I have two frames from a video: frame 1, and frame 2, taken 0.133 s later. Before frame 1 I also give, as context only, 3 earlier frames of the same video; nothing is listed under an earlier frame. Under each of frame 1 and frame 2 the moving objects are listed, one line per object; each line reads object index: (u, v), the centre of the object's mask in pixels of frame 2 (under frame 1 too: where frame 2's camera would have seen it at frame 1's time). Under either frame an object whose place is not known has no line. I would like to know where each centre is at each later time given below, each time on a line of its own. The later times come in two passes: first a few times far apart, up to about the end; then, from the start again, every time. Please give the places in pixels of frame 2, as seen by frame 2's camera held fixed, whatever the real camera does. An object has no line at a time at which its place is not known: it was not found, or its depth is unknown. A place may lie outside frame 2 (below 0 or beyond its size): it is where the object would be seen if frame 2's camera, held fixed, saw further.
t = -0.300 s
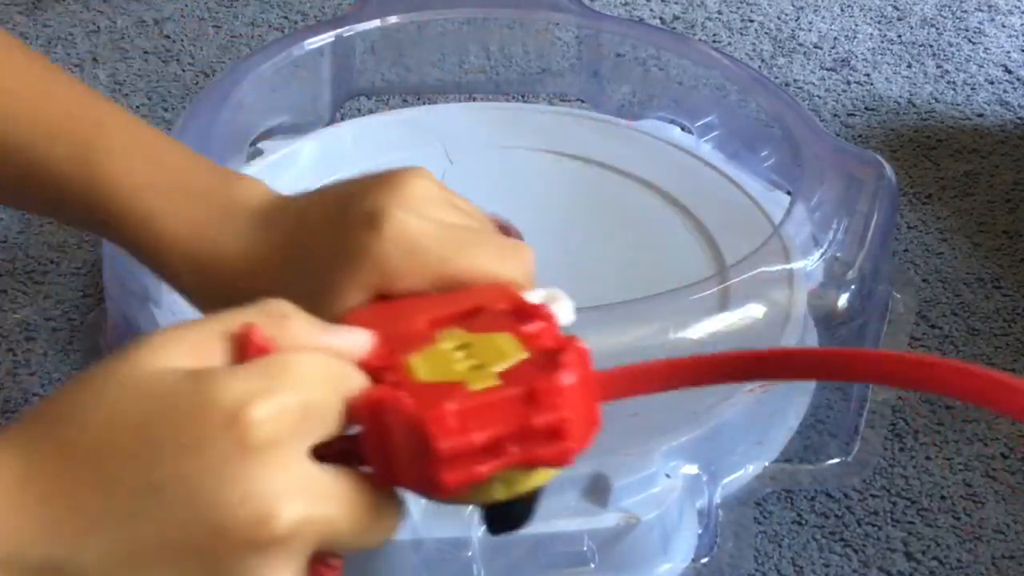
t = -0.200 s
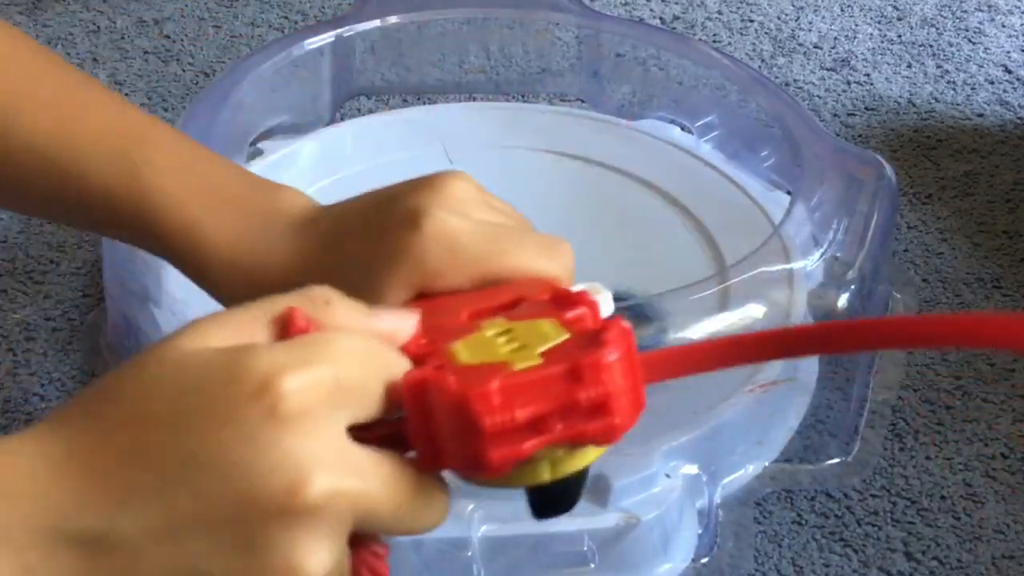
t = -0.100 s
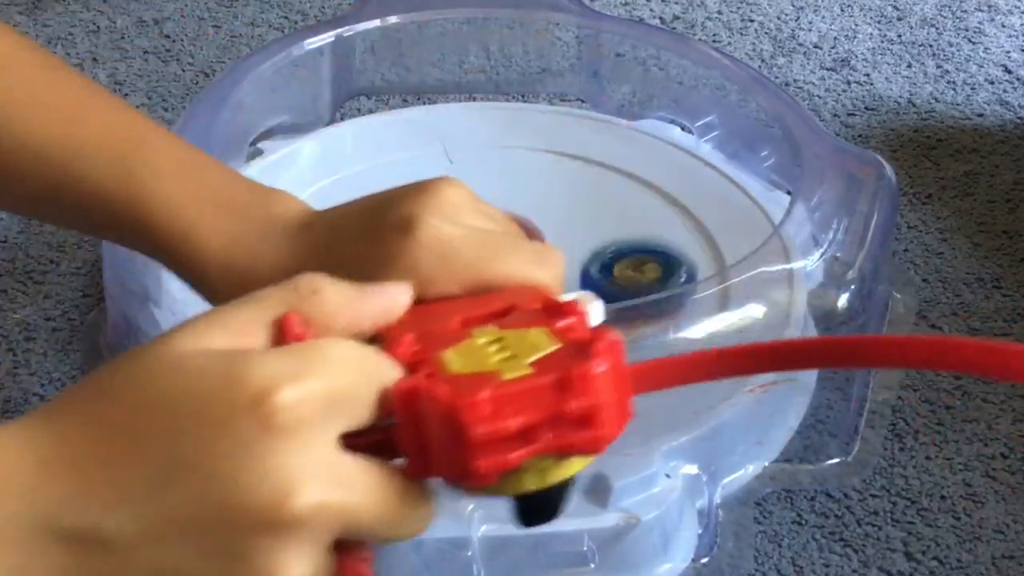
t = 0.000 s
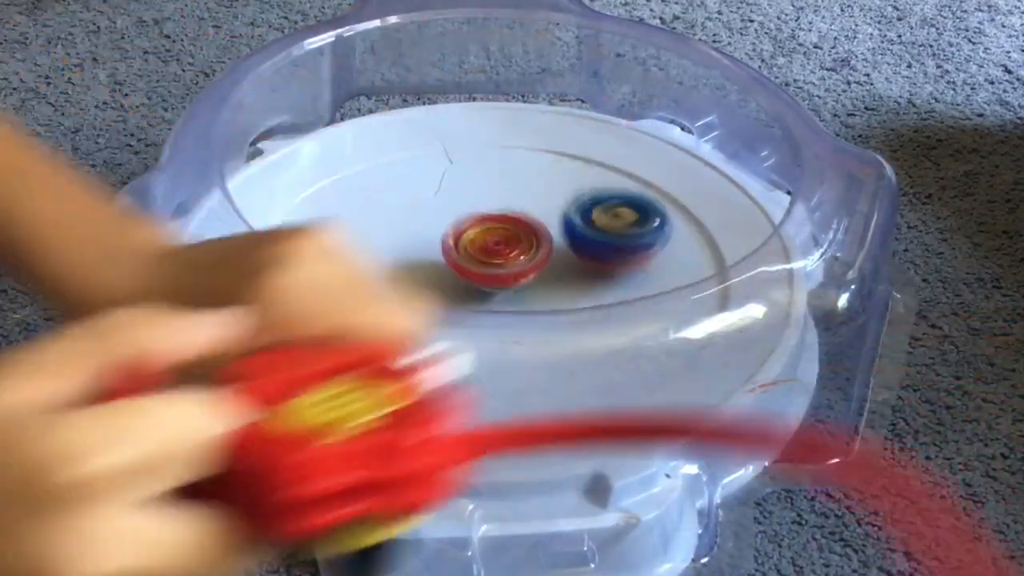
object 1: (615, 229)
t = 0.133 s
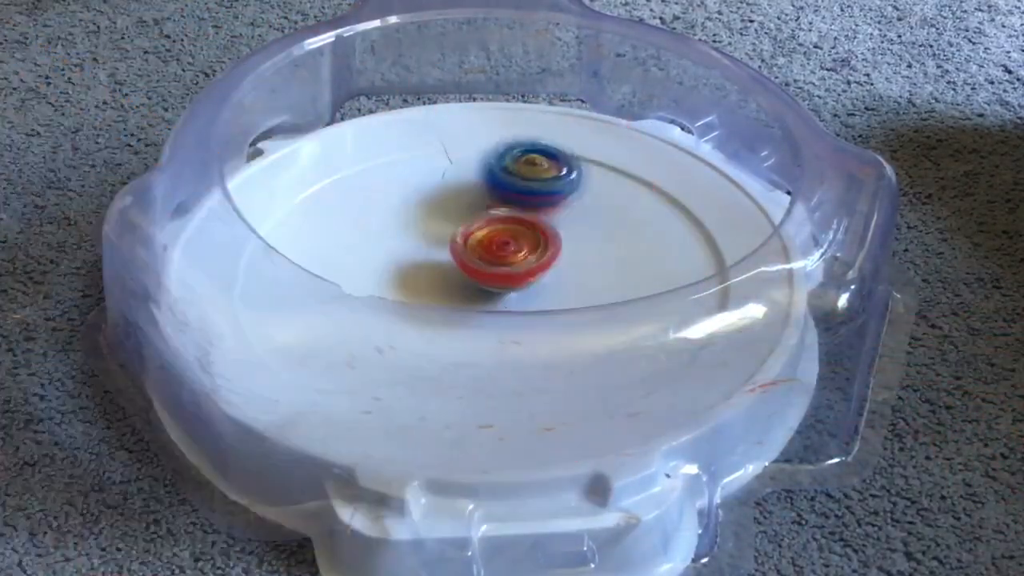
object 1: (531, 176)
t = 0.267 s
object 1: (428, 160)
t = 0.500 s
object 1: (270, 208)
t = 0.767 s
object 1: (406, 327)
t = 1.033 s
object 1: (630, 276)
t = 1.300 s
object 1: (606, 163)
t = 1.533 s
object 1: (424, 175)
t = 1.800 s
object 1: (328, 294)
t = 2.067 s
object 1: (489, 365)
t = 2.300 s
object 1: (610, 271)
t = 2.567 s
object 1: (618, 214)
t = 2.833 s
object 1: (441, 217)
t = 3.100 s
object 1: (383, 308)
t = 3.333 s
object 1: (508, 332)
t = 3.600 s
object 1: (590, 251)
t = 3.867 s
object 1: (528, 184)
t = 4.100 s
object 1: (414, 219)
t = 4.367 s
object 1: (392, 230)
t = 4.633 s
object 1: (469, 245)
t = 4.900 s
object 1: (551, 220)
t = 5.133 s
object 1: (515, 215)
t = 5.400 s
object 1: (463, 264)
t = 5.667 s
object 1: (445, 277)
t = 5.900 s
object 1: (327, 199)
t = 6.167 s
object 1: (362, 195)
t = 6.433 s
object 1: (419, 233)
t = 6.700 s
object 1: (451, 224)
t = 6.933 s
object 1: (445, 234)
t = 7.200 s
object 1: (439, 234)
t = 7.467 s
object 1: (433, 227)
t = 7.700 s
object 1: (433, 224)
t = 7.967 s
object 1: (432, 223)
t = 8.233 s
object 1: (432, 225)
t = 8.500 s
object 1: (434, 226)
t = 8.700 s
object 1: (433, 224)
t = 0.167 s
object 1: (507, 170)
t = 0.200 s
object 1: (481, 165)
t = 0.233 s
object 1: (454, 162)
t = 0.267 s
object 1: (428, 160)
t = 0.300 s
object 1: (400, 159)
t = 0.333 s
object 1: (374, 164)
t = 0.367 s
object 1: (349, 168)
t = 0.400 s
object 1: (324, 175)
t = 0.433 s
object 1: (301, 185)
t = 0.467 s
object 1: (283, 195)
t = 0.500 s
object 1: (270, 208)
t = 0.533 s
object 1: (265, 224)
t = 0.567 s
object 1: (268, 242)
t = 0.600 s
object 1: (277, 260)
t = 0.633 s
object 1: (292, 279)
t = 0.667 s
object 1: (312, 295)
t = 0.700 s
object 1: (337, 312)
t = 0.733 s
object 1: (368, 322)
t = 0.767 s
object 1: (406, 327)
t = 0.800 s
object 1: (439, 332)
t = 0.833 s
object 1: (473, 334)
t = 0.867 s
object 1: (507, 329)
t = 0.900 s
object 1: (539, 324)
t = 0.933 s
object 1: (565, 315)
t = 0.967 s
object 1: (591, 304)
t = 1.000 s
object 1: (613, 287)
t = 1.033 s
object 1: (630, 276)
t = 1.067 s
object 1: (642, 257)
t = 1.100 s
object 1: (650, 246)
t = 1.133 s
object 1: (655, 229)
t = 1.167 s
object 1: (654, 213)
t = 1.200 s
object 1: (649, 199)
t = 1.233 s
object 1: (640, 184)
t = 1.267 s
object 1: (625, 173)
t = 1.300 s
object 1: (606, 163)
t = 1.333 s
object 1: (584, 156)
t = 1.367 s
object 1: (558, 151)
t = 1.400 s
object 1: (531, 150)
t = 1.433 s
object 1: (504, 153)
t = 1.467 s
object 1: (477, 157)
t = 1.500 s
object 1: (449, 166)
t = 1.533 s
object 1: (424, 175)
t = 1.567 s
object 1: (402, 186)
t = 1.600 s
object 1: (381, 200)
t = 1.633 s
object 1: (363, 215)
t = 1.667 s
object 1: (347, 232)
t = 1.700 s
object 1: (339, 244)
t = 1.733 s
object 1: (330, 261)
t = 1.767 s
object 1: (325, 279)
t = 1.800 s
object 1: (328, 294)
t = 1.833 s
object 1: (335, 309)
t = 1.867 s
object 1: (346, 322)
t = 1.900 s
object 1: (360, 334)
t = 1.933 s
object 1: (375, 350)
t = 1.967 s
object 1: (401, 359)
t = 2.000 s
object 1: (426, 365)
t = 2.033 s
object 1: (457, 368)
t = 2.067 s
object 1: (489, 365)
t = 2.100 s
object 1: (521, 362)
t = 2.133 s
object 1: (547, 350)
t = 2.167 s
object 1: (572, 335)
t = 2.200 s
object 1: (589, 325)
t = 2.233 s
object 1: (602, 311)
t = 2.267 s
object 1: (609, 294)
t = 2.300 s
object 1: (610, 271)
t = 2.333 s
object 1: (625, 265)
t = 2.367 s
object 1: (642, 260)
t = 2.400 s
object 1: (649, 256)
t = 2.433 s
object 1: (652, 249)
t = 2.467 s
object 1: (650, 242)
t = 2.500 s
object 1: (644, 231)
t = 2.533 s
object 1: (634, 222)
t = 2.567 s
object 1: (618, 214)
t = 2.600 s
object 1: (600, 209)
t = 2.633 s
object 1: (578, 206)
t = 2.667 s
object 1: (553, 204)
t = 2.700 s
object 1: (530, 204)
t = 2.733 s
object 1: (508, 206)
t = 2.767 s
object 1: (485, 208)
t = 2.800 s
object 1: (462, 212)
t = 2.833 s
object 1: (441, 217)
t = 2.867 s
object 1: (427, 228)
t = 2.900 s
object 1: (416, 239)
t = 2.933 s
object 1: (404, 249)
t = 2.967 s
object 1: (395, 259)
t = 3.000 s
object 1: (388, 266)
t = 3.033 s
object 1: (381, 284)
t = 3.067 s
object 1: (380, 296)
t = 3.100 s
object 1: (383, 308)
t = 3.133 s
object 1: (390, 318)
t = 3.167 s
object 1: (404, 326)
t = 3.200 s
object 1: (421, 333)
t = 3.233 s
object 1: (441, 338)
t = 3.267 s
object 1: (464, 338)
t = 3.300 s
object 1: (487, 337)
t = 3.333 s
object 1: (508, 332)
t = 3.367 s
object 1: (523, 325)
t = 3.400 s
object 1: (535, 314)
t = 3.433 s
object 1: (542, 302)
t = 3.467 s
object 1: (547, 291)
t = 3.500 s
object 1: (560, 276)
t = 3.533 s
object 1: (575, 269)
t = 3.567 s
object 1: (583, 261)
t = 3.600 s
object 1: (590, 251)
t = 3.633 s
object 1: (594, 239)
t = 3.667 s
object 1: (594, 228)
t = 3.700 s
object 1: (591, 217)
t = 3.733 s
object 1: (584, 207)
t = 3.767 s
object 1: (574, 198)
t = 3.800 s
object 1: (561, 191)
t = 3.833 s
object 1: (544, 185)
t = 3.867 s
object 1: (528, 184)
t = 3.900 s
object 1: (511, 183)
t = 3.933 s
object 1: (492, 185)
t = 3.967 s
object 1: (474, 189)
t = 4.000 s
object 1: (456, 195)
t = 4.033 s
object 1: (440, 203)
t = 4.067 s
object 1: (425, 212)
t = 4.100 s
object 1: (414, 219)
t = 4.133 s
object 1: (405, 226)
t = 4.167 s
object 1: (399, 227)
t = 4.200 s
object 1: (396, 228)
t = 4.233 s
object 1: (393, 228)
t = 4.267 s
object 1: (391, 227)
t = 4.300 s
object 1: (390, 227)
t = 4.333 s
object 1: (390, 229)
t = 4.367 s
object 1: (392, 230)
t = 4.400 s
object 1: (395, 232)
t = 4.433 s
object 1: (399, 235)
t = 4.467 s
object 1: (405, 238)
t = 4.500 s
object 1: (415, 240)
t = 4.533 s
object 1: (427, 241)
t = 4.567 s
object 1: (439, 243)
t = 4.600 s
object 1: (454, 244)
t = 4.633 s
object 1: (469, 245)
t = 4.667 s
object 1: (487, 244)
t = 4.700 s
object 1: (502, 243)
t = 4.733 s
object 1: (516, 240)
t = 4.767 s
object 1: (528, 238)
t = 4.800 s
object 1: (538, 233)
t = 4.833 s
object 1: (545, 228)
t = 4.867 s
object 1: (550, 223)
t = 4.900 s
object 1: (551, 220)
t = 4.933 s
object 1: (550, 216)
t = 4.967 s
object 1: (550, 213)
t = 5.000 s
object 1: (545, 210)
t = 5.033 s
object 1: (540, 210)
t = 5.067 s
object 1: (533, 210)
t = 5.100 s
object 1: (525, 212)
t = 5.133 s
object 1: (515, 215)
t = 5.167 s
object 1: (507, 218)
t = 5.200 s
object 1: (496, 221)
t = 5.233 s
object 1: (488, 226)
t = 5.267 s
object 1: (477, 234)
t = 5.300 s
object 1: (471, 241)
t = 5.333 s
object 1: (467, 251)
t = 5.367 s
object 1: (467, 258)
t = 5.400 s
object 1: (463, 264)
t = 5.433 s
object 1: (456, 267)
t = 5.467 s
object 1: (454, 269)
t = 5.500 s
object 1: (453, 272)
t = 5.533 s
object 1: (453, 274)
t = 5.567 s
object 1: (452, 275)
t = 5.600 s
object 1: (454, 277)
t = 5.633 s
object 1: (457, 277)
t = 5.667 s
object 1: (445, 277)
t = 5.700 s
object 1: (419, 271)
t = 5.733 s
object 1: (395, 249)
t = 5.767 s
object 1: (372, 238)
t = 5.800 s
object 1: (358, 228)
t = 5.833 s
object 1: (345, 211)
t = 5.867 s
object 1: (330, 203)
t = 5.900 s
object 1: (327, 199)
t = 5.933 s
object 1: (326, 190)
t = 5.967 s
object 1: (329, 188)
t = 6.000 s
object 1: (334, 186)
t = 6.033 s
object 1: (338, 189)
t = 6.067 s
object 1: (344, 190)
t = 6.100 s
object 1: (348, 192)
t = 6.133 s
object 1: (353, 195)
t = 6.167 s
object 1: (362, 195)
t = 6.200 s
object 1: (372, 198)
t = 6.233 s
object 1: (379, 202)
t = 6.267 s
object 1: (384, 207)
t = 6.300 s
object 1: (387, 213)
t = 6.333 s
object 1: (390, 219)
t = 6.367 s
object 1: (397, 226)
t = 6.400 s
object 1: (407, 232)
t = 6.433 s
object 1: (419, 233)
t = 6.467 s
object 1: (429, 233)
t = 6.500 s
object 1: (438, 231)
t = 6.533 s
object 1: (445, 228)
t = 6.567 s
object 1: (449, 225)
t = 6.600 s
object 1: (450, 222)
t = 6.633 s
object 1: (449, 221)
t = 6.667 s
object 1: (450, 222)
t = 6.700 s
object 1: (451, 224)
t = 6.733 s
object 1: (450, 225)
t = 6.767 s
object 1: (449, 226)
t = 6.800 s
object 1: (448, 228)
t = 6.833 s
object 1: (447, 230)
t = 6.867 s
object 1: (446, 233)
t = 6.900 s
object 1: (445, 234)
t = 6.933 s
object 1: (445, 234)
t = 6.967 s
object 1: (447, 234)
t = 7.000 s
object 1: (447, 234)
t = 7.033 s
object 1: (445, 233)
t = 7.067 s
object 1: (443, 234)
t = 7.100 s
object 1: (442, 234)
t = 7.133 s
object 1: (438, 233)
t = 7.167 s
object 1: (439, 233)
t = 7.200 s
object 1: (439, 234)
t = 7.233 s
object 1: (438, 234)
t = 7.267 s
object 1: (437, 233)
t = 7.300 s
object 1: (436, 231)
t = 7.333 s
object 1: (435, 229)
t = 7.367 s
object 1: (435, 229)
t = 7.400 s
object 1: (433, 228)
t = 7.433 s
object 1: (433, 228)
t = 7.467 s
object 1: (433, 227)
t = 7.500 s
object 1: (432, 227)
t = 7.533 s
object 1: (432, 226)
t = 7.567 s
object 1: (432, 225)
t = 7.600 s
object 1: (432, 224)
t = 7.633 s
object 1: (432, 224)
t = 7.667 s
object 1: (433, 224)
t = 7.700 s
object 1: (433, 224)
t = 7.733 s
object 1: (433, 225)
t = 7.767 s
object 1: (433, 225)
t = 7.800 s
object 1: (433, 225)
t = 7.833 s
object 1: (433, 224)
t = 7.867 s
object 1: (433, 224)
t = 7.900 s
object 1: (432, 224)
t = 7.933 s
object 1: (432, 224)
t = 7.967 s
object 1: (432, 223)
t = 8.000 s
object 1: (431, 223)
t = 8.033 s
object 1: (431, 224)
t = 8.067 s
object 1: (431, 224)
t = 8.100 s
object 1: (431, 224)
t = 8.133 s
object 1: (431, 224)
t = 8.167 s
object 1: (431, 224)
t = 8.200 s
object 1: (431, 224)
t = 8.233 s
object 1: (432, 225)
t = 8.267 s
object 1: (432, 225)
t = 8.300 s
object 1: (432, 226)
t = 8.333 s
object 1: (432, 225)
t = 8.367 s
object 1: (432, 226)
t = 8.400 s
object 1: (433, 226)
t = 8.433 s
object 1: (433, 226)
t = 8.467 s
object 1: (433, 226)
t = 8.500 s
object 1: (434, 226)
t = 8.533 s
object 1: (434, 225)
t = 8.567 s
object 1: (434, 224)
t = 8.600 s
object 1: (435, 224)
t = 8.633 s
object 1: (434, 224)
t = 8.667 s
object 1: (434, 224)
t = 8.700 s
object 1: (433, 224)
